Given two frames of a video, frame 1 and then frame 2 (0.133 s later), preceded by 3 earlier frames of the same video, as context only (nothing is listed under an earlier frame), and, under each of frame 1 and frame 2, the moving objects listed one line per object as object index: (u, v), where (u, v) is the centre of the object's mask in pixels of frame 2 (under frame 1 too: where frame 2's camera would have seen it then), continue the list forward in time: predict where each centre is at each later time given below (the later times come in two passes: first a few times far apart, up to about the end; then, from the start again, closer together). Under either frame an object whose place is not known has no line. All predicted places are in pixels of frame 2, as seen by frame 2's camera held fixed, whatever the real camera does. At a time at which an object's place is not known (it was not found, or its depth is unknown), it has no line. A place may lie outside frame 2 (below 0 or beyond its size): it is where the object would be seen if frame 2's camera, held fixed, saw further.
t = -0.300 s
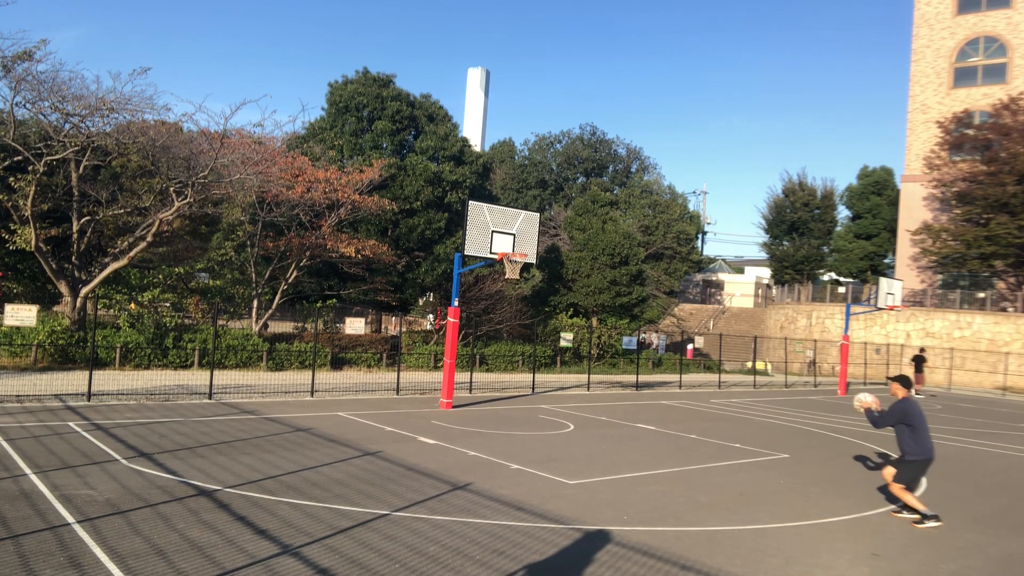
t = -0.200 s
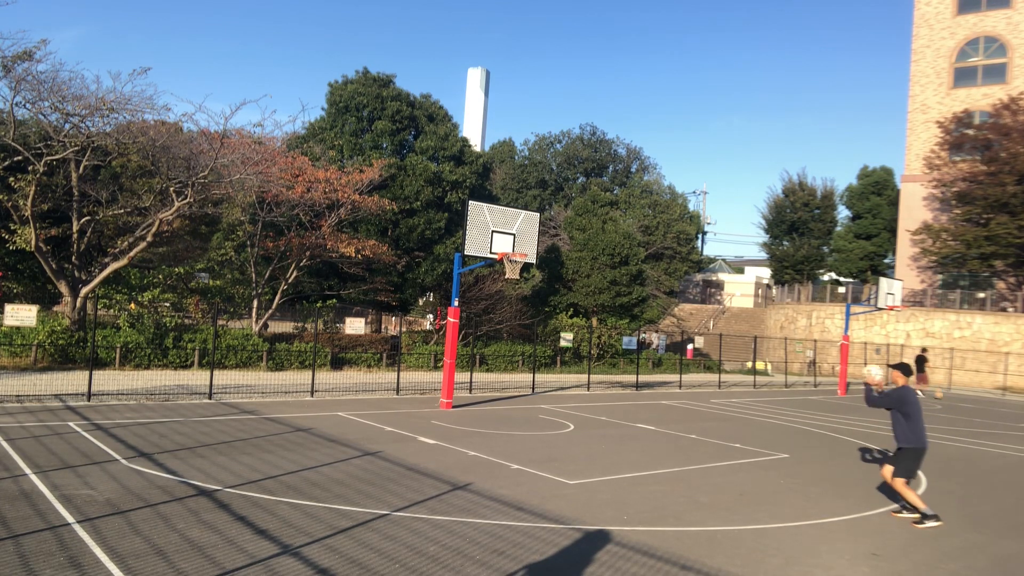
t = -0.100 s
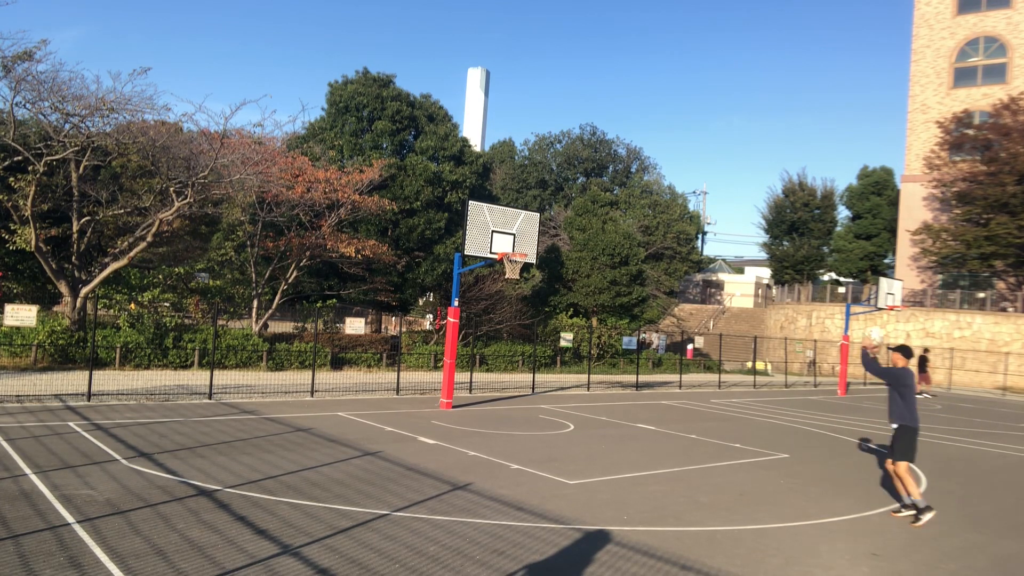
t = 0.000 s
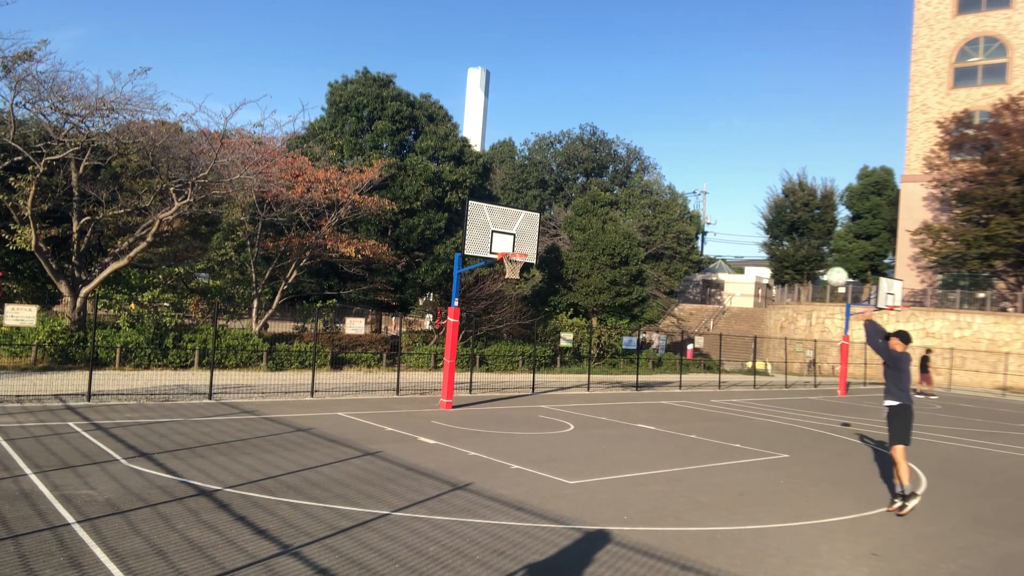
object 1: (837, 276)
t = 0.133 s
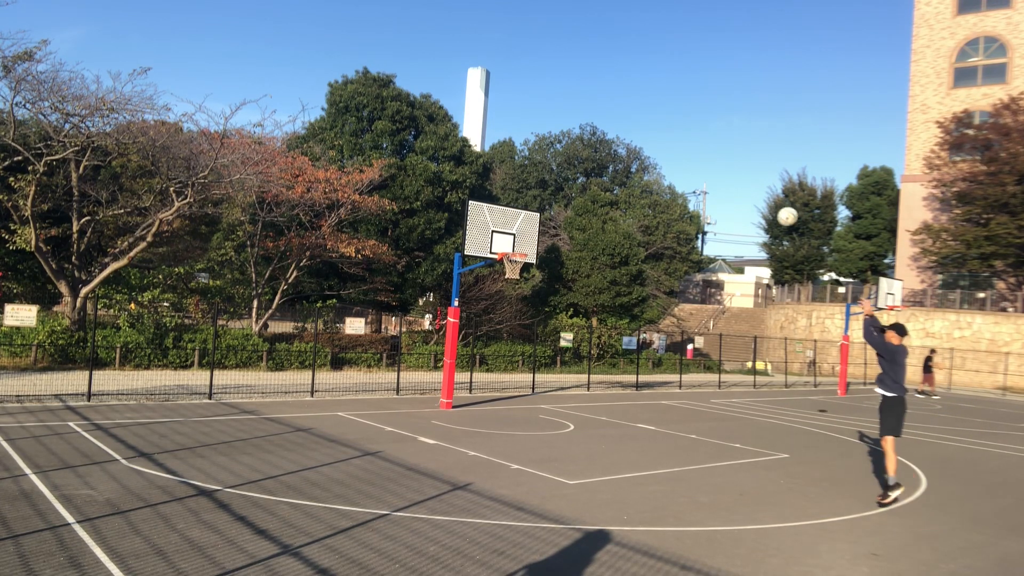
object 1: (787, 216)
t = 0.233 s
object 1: (753, 185)
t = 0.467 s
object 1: (683, 148)
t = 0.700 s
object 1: (622, 150)
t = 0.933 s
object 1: (568, 183)
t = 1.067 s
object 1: (541, 212)
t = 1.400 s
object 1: (505, 289)
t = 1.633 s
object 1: (500, 351)
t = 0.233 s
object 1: (753, 185)
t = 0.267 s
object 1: (743, 177)
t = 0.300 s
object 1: (732, 170)
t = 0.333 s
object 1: (722, 164)
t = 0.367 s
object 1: (712, 159)
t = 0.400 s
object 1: (702, 154)
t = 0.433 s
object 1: (692, 151)
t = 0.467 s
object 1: (683, 148)
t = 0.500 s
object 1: (674, 146)
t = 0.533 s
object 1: (665, 146)
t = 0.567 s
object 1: (656, 145)
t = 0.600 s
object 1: (647, 145)
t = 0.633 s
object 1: (639, 146)
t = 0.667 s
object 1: (631, 148)
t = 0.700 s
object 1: (622, 150)
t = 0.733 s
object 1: (614, 154)
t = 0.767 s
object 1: (606, 157)
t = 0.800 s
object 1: (598, 162)
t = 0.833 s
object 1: (591, 166)
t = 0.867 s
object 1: (583, 171)
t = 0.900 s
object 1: (576, 177)
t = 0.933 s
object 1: (568, 183)
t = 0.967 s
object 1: (561, 190)
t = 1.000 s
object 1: (555, 197)
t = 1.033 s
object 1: (547, 205)
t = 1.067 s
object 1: (541, 212)
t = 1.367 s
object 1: (506, 282)
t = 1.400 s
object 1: (505, 289)
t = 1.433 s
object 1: (505, 296)
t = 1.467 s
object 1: (504, 304)
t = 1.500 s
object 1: (504, 312)
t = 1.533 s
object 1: (503, 321)
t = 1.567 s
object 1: (502, 331)
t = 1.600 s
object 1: (501, 340)
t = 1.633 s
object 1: (500, 351)
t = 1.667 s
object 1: (499, 361)
